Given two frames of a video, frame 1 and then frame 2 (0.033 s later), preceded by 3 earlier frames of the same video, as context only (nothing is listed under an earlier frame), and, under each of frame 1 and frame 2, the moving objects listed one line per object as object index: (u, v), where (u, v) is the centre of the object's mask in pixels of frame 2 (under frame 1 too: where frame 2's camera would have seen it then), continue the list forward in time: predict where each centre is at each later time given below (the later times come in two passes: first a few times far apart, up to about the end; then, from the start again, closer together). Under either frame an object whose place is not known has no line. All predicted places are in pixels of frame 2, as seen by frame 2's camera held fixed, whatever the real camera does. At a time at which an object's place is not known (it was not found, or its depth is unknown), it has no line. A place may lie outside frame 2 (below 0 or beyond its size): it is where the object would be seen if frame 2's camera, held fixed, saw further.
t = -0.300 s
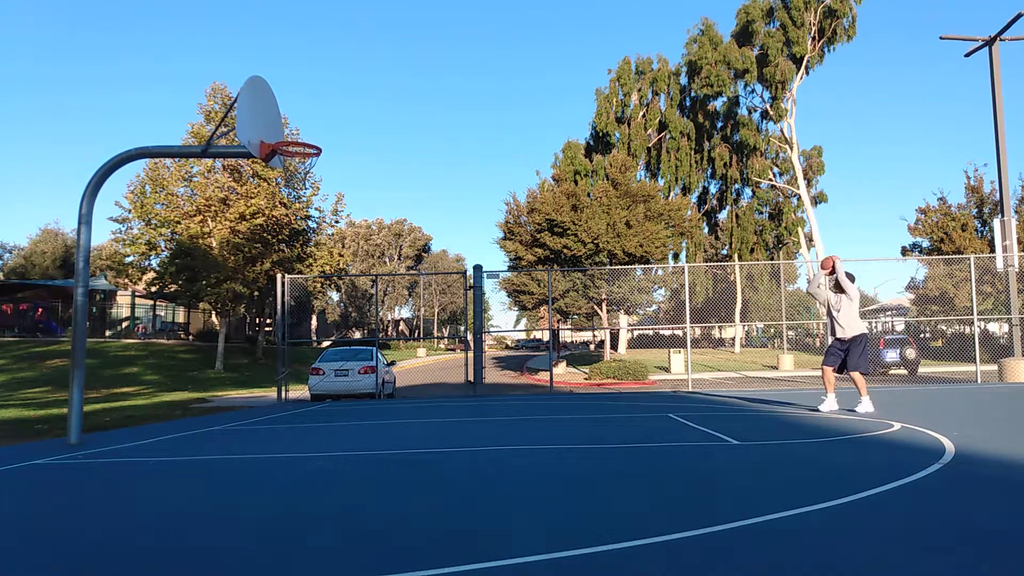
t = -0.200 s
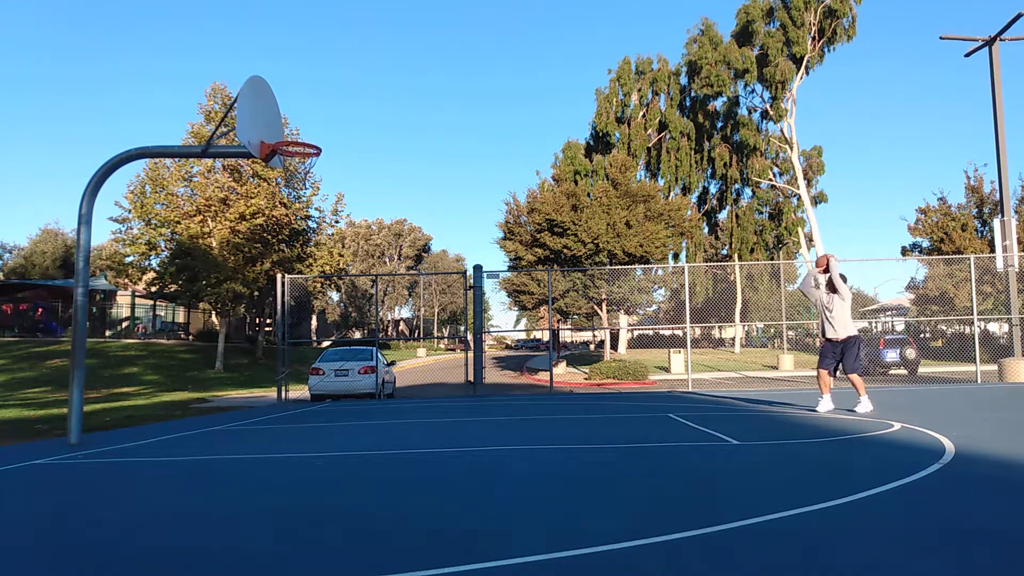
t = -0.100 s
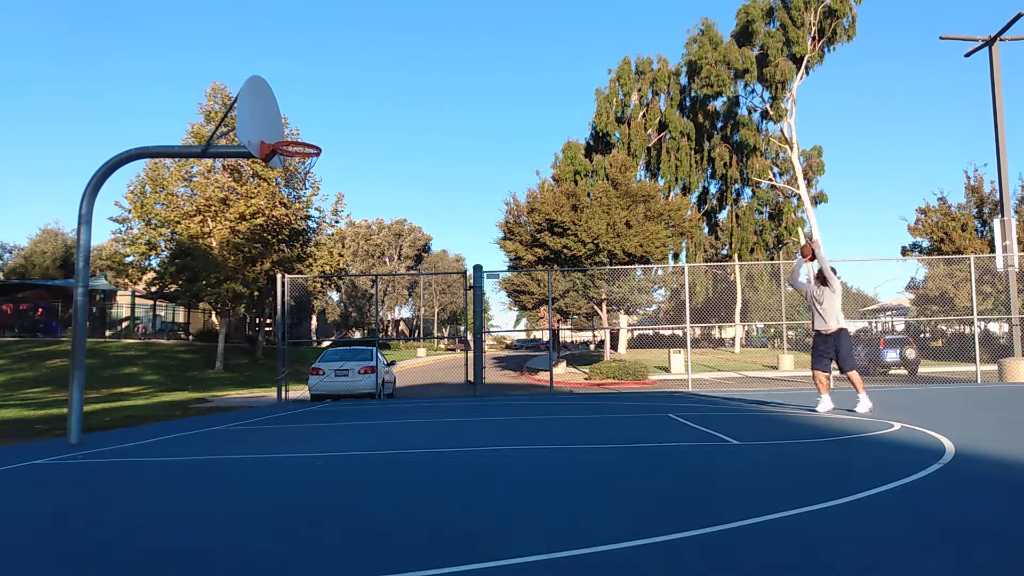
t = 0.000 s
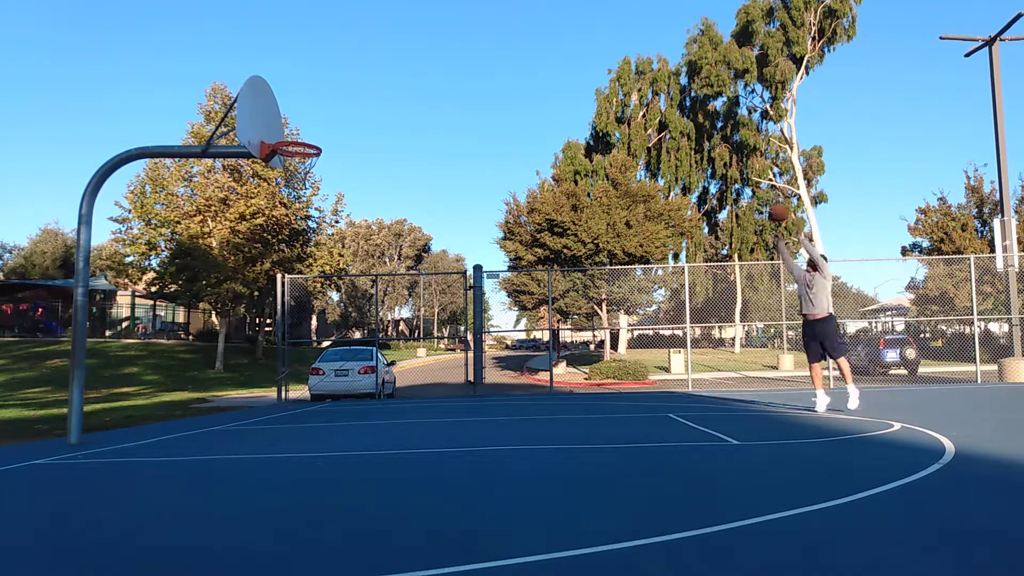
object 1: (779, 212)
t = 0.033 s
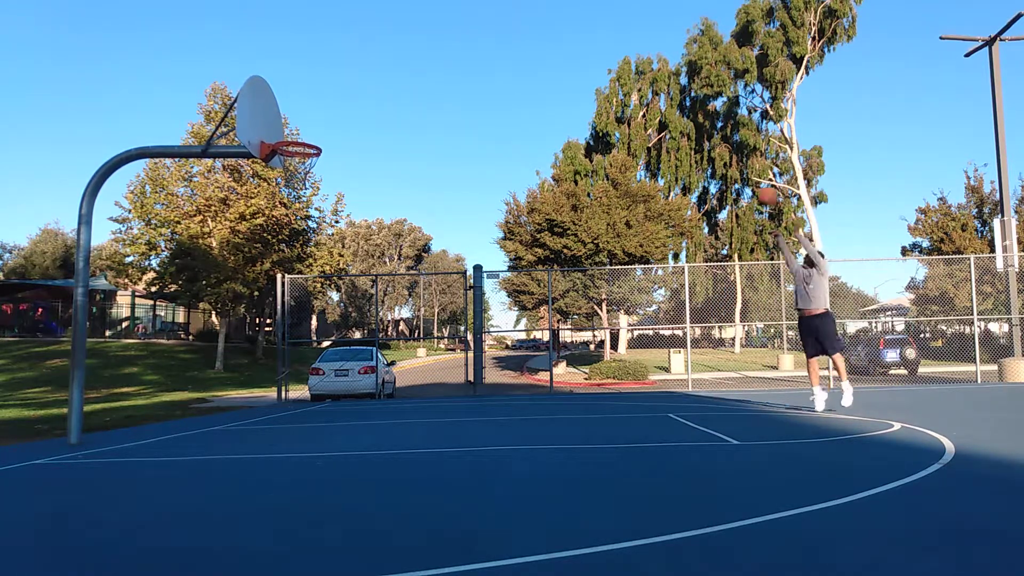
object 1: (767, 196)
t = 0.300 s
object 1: (663, 96)
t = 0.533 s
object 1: (572, 50)
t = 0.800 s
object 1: (463, 51)
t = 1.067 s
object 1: (347, 111)
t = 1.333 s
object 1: (305, 173)
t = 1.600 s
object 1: (320, 184)
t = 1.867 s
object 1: (332, 255)
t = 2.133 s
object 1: (342, 396)
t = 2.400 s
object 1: (337, 340)
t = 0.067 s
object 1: (753, 180)
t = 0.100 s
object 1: (741, 166)
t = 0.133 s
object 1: (728, 153)
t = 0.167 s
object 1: (715, 141)
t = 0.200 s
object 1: (702, 127)
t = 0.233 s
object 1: (690, 116)
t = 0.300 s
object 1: (663, 96)
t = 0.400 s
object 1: (625, 71)
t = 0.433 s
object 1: (612, 65)
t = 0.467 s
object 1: (599, 59)
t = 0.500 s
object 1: (585, 54)
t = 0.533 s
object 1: (572, 50)
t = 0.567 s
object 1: (559, 47)
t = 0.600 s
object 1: (545, 45)
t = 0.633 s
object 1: (532, 44)
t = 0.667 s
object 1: (518, 44)
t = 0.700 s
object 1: (505, 44)
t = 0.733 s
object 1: (491, 45)
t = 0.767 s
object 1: (477, 48)
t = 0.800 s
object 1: (463, 51)
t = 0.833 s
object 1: (449, 55)
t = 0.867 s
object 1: (435, 60)
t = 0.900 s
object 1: (421, 66)
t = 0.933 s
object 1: (406, 73)
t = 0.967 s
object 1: (392, 81)
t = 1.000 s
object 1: (377, 90)
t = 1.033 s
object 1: (362, 100)
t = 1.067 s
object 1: (347, 111)
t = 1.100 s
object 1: (332, 124)
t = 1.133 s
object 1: (317, 136)
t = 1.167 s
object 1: (302, 143)
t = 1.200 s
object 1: (289, 154)
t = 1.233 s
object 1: (288, 156)
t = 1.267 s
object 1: (293, 163)
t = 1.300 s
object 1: (300, 170)
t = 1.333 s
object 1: (305, 173)
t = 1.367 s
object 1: (309, 173)
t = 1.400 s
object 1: (311, 173)
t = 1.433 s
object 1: (313, 172)
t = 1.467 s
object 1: (314, 172)
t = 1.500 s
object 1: (316, 173)
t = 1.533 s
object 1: (317, 176)
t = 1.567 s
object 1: (318, 179)
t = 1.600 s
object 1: (320, 184)
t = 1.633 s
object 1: (322, 189)
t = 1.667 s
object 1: (323, 195)
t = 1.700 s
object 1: (325, 202)
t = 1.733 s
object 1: (326, 211)
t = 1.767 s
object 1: (328, 220)
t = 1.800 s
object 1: (329, 230)
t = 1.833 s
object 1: (331, 242)
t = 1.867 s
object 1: (332, 255)
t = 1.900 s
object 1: (333, 269)
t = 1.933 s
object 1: (334, 283)
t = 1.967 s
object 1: (337, 299)
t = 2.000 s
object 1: (335, 316)
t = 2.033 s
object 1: (340, 333)
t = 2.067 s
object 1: (339, 352)
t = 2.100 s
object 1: (341, 374)
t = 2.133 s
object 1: (342, 396)
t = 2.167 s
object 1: (342, 419)
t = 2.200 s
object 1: (342, 420)
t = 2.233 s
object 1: (341, 404)
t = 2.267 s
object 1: (340, 390)
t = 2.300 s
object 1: (339, 375)
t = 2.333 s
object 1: (339, 364)
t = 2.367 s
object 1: (337, 351)
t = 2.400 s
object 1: (337, 340)
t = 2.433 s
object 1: (335, 332)
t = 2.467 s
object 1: (333, 323)
